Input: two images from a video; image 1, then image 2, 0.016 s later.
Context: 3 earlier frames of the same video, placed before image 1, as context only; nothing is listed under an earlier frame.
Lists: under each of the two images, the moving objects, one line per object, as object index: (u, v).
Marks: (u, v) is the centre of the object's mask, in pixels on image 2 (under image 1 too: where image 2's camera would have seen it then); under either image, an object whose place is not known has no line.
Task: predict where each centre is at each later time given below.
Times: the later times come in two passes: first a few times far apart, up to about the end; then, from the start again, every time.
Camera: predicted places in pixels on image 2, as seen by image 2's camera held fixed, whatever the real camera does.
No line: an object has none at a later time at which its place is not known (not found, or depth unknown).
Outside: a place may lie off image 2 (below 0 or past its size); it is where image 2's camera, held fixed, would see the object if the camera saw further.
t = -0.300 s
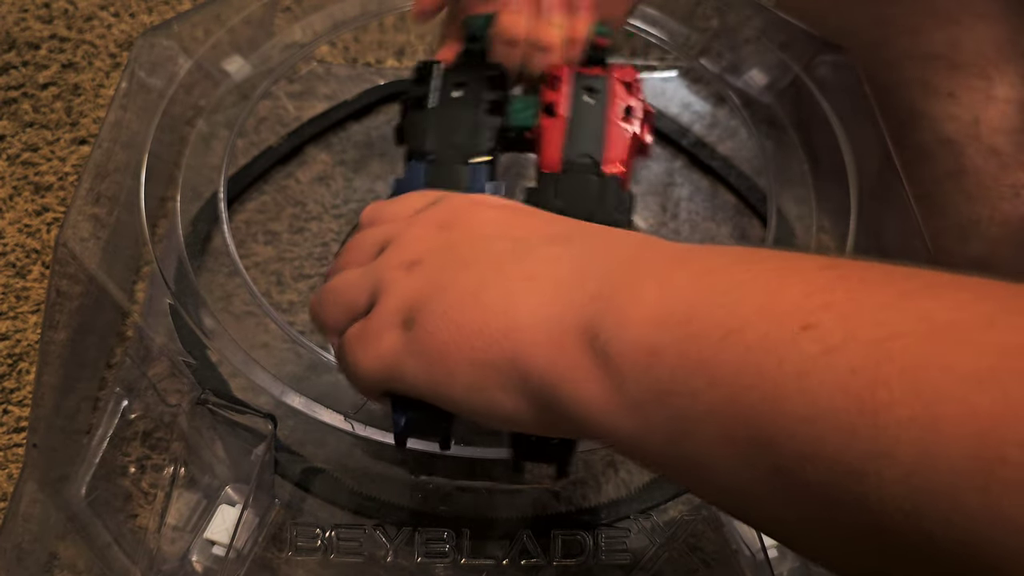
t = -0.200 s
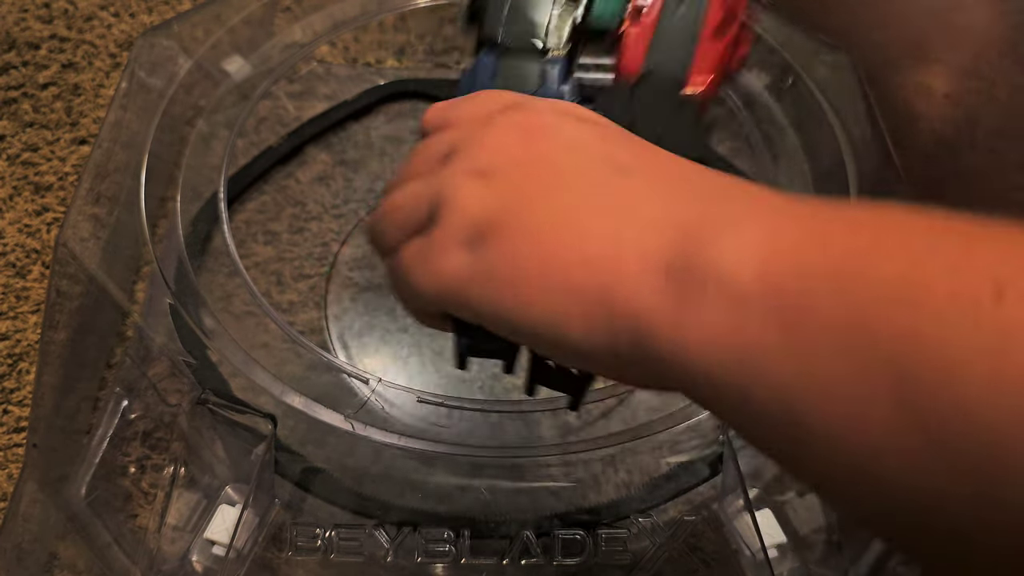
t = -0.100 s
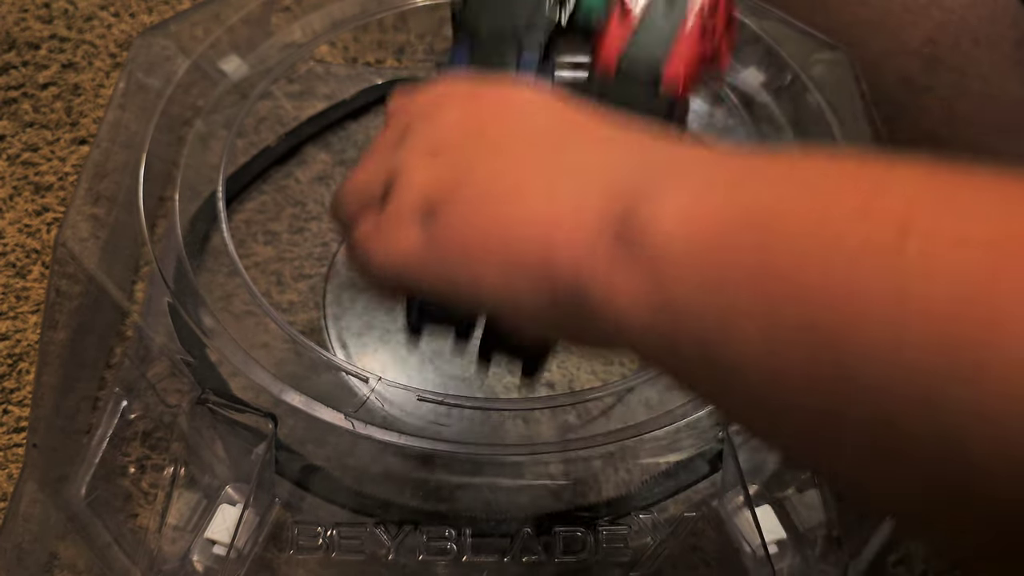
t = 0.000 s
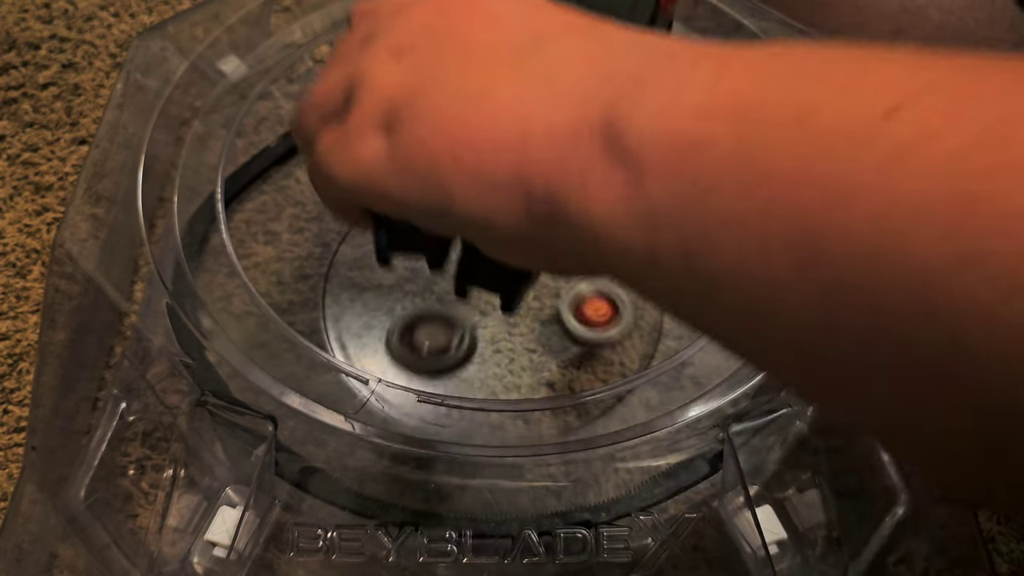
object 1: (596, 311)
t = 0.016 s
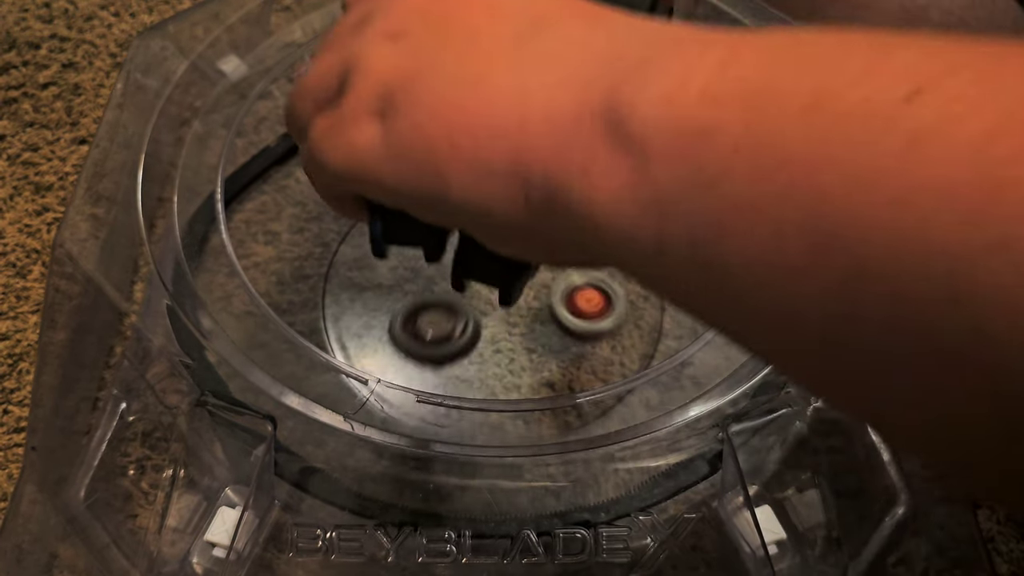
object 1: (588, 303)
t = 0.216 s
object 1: (544, 274)
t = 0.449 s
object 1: (507, 215)
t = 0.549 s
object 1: (469, 216)
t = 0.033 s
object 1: (578, 296)
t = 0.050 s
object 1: (570, 293)
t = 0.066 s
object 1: (562, 294)
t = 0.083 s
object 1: (554, 295)
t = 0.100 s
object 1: (543, 302)
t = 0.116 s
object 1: (534, 308)
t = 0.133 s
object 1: (527, 305)
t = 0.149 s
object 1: (528, 298)
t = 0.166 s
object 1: (533, 292)
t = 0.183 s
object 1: (538, 286)
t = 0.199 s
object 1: (542, 280)
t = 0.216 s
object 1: (544, 274)
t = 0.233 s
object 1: (547, 266)
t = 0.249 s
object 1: (548, 263)
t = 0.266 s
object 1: (549, 257)
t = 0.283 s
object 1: (548, 249)
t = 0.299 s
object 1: (547, 245)
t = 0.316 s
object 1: (546, 239)
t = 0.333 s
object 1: (544, 235)
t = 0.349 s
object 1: (541, 231)
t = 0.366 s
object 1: (537, 227)
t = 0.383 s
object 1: (532, 222)
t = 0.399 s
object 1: (526, 220)
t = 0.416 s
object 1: (521, 218)
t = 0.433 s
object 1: (514, 217)
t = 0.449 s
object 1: (507, 215)
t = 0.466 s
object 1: (500, 215)
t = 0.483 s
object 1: (492, 213)
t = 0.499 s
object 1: (486, 214)
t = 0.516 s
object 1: (477, 215)
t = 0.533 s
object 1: (468, 219)
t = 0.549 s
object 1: (469, 216)
